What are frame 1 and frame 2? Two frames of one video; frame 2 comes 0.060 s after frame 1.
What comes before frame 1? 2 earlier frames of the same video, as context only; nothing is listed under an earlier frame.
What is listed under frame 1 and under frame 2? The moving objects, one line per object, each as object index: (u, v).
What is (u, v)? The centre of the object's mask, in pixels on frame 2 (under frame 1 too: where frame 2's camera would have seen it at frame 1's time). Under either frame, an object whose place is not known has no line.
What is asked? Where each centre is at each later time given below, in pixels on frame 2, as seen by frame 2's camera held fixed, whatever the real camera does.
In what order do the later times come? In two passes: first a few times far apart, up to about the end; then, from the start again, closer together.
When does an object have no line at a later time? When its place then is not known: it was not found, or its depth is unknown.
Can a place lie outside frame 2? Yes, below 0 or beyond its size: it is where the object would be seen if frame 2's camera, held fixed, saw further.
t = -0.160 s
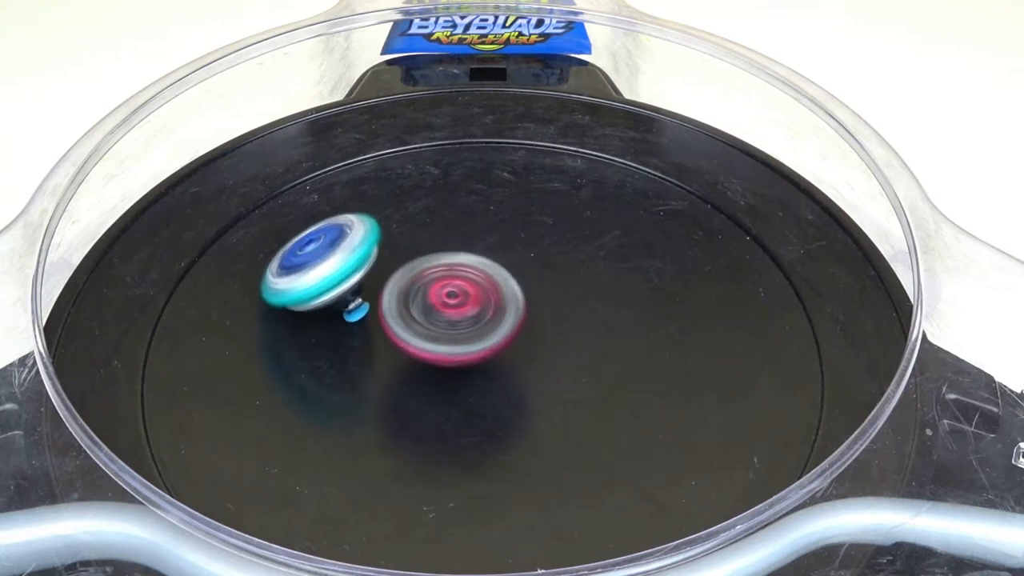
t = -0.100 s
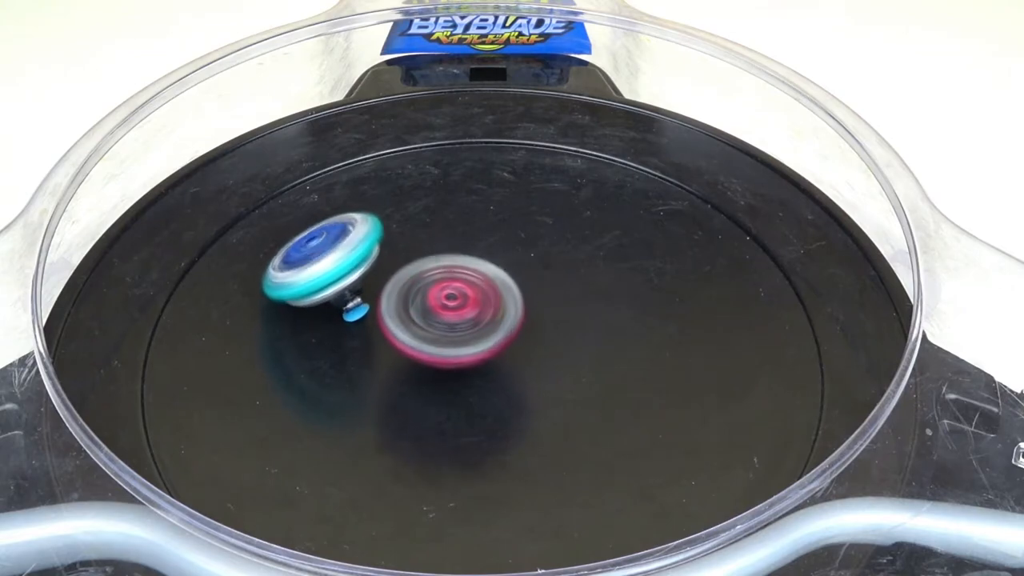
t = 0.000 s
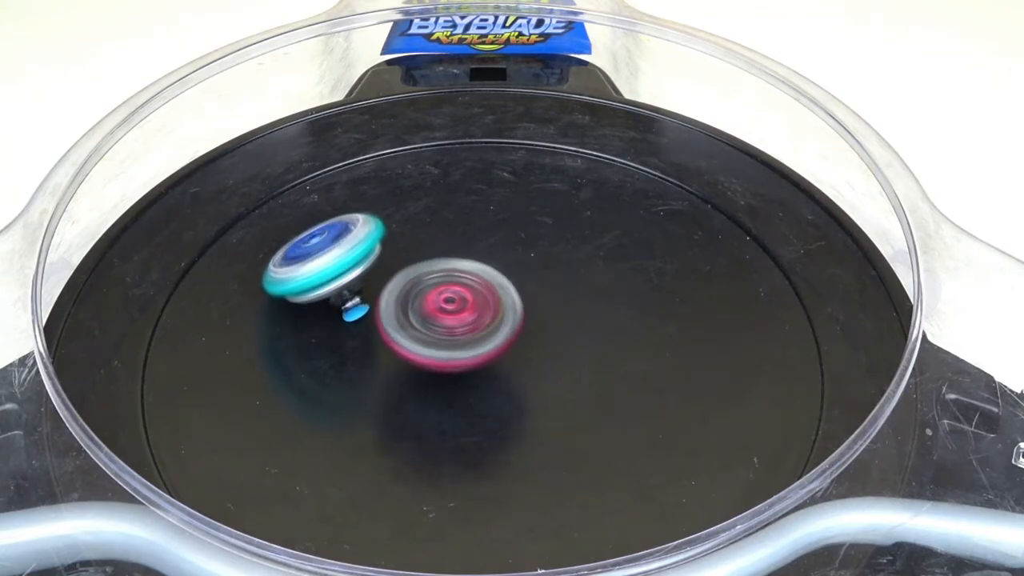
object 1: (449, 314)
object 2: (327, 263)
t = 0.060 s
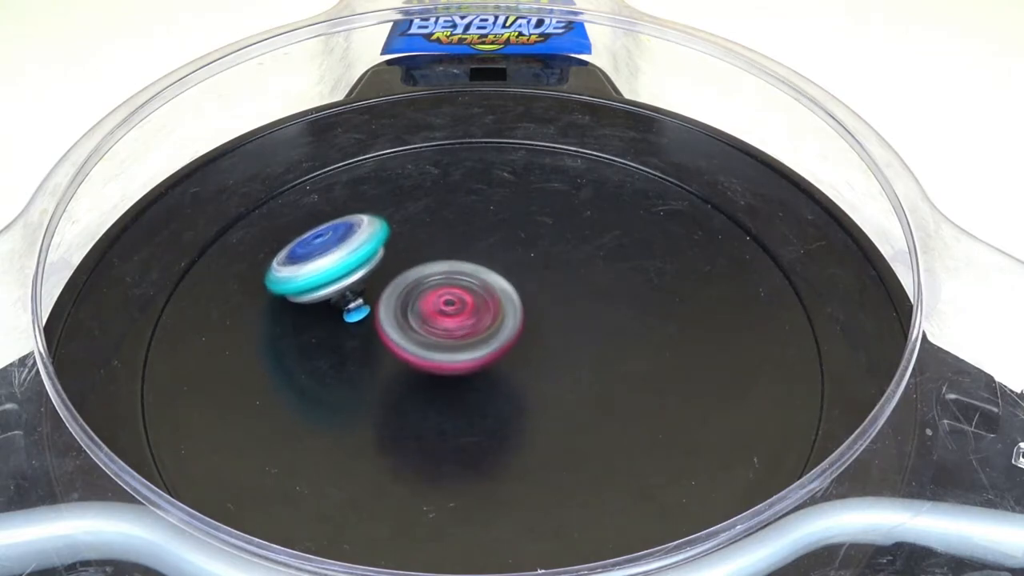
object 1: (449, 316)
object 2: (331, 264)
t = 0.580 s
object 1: (464, 333)
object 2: (352, 260)
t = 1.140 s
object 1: (499, 338)
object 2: (377, 266)
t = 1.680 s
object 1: (517, 323)
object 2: (385, 273)
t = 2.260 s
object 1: (538, 366)
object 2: (376, 278)
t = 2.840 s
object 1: (528, 293)
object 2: (367, 293)
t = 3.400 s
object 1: (516, 287)
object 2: (343, 295)
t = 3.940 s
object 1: (466, 319)
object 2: (337, 287)
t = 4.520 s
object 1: (488, 345)
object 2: (356, 288)
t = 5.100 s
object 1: (529, 345)
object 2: (398, 285)
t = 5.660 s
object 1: (618, 376)
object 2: (368, 308)
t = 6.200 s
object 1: (479, 288)
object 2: (335, 333)
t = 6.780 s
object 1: (536, 214)
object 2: (442, 341)
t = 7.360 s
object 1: (523, 286)
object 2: (539, 406)
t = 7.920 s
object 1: (474, 274)
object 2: (580, 352)
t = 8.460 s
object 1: (435, 340)
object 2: (592, 334)
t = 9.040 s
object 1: (439, 374)
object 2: (471, 286)
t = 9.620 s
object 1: (503, 388)
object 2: (476, 270)
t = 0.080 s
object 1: (449, 317)
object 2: (329, 264)
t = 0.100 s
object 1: (450, 318)
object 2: (329, 263)
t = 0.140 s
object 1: (450, 320)
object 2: (334, 262)
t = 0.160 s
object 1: (450, 320)
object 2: (335, 263)
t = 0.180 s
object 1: (451, 321)
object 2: (334, 263)
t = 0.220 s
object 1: (451, 323)
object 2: (334, 261)
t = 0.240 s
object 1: (452, 324)
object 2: (336, 260)
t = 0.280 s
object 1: (453, 326)
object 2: (338, 262)
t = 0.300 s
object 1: (453, 326)
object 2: (337, 262)
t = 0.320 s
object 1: (453, 327)
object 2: (337, 261)
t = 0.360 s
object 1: (454, 328)
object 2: (342, 260)
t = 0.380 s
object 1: (455, 329)
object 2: (343, 261)
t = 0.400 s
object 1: (456, 330)
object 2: (342, 262)
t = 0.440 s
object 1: (457, 330)
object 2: (343, 260)
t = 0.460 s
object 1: (457, 331)
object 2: (345, 260)
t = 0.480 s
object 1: (458, 331)
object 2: (347, 260)
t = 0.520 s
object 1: (460, 332)
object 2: (347, 261)
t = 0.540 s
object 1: (461, 332)
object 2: (347, 260)
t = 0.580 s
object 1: (464, 333)
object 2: (352, 260)
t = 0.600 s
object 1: (465, 334)
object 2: (353, 261)
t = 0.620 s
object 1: (466, 334)
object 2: (353, 262)
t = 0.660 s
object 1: (469, 336)
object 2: (354, 260)
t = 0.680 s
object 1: (470, 336)
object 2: (357, 260)
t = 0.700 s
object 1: (471, 337)
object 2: (358, 261)
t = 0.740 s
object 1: (473, 337)
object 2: (357, 262)
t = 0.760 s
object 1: (474, 338)
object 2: (358, 261)
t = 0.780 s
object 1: (475, 338)
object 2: (361, 261)
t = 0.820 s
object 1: (477, 338)
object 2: (364, 263)
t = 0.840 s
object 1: (478, 338)
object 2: (363, 264)
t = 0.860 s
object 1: (479, 339)
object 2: (363, 262)
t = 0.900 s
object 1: (483, 339)
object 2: (368, 262)
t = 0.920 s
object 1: (484, 339)
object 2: (369, 264)
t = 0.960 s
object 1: (487, 340)
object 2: (369, 265)
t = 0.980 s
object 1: (488, 340)
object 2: (369, 264)
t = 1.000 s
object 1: (489, 340)
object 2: (372, 264)
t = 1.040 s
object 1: (492, 339)
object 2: (374, 266)
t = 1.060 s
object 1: (493, 339)
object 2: (373, 267)
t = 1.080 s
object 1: (494, 339)
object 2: (373, 266)
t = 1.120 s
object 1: (497, 338)
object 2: (376, 265)
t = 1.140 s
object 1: (499, 338)
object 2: (377, 266)
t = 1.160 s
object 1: (499, 338)
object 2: (377, 267)
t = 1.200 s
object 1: (502, 337)
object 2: (377, 268)
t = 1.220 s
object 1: (503, 337)
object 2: (377, 267)
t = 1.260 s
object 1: (505, 337)
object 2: (381, 267)
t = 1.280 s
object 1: (506, 336)
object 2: (381, 268)
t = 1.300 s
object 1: (507, 336)
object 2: (380, 270)
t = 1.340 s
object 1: (509, 334)
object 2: (380, 268)
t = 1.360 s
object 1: (510, 333)
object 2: (382, 268)
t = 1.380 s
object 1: (511, 333)
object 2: (384, 269)
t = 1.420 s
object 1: (513, 332)
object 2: (383, 271)
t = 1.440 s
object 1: (513, 331)
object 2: (382, 270)
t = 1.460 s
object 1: (514, 331)
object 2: (383, 270)
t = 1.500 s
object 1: (515, 329)
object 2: (387, 271)
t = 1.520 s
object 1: (515, 328)
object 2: (387, 271)
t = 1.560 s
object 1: (516, 327)
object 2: (385, 272)
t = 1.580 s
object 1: (516, 326)
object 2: (386, 272)
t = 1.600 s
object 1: (516, 325)
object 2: (388, 271)
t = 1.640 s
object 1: (517, 324)
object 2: (388, 273)
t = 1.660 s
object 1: (517, 323)
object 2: (386, 273)
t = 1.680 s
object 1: (517, 323)
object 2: (385, 273)
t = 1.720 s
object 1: (517, 321)
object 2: (390, 273)
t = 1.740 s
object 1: (520, 321)
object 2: (388, 273)
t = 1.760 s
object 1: (539, 327)
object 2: (377, 271)
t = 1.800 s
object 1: (570, 337)
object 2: (373, 268)
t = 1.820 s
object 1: (580, 341)
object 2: (374, 269)
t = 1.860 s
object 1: (595, 349)
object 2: (374, 271)
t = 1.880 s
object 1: (598, 352)
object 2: (372, 271)
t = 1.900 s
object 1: (601, 355)
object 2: (373, 270)
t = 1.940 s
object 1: (601, 361)
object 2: (377, 272)
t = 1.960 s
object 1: (600, 364)
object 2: (375, 273)
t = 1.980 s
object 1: (597, 366)
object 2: (372, 273)
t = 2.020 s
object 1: (589, 370)
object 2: (374, 272)
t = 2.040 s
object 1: (585, 371)
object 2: (376, 274)
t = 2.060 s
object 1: (581, 372)
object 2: (377, 275)
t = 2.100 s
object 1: (573, 373)
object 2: (371, 276)
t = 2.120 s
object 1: (569, 373)
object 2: (372, 274)
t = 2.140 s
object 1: (565, 373)
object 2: (375, 275)
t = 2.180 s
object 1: (554, 372)
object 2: (374, 278)
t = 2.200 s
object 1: (550, 371)
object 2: (371, 278)
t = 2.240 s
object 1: (542, 368)
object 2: (372, 276)
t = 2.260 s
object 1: (538, 366)
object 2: (376, 278)
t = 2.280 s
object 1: (534, 364)
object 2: (375, 279)
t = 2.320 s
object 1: (525, 360)
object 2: (372, 279)
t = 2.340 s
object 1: (520, 357)
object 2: (374, 279)
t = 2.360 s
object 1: (516, 354)
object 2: (375, 281)
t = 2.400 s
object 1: (508, 346)
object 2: (372, 283)
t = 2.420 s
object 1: (505, 342)
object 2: (371, 283)
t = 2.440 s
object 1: (502, 338)
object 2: (371, 282)
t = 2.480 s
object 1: (496, 331)
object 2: (372, 284)
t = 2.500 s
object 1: (498, 328)
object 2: (368, 285)
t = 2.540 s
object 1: (509, 324)
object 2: (370, 283)
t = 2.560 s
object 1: (513, 321)
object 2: (372, 286)
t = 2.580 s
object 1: (517, 318)
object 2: (372, 287)
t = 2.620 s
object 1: (521, 314)
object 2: (371, 286)
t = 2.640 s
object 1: (522, 311)
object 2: (373, 286)
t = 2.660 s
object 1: (524, 308)
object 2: (374, 288)
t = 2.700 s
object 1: (527, 303)
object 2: (370, 290)
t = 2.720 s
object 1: (528, 301)
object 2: (369, 289)
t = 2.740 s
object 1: (528, 300)
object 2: (370, 289)
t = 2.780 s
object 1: (527, 297)
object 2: (371, 293)
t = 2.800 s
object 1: (527, 295)
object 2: (369, 293)
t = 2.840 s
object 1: (528, 293)
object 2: (367, 293)
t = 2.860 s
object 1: (527, 292)
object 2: (367, 293)
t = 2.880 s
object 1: (526, 292)
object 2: (367, 294)
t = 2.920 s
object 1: (524, 291)
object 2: (364, 295)
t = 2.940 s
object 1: (523, 291)
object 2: (364, 295)
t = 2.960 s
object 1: (523, 290)
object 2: (363, 295)
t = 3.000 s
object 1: (521, 291)
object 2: (362, 296)
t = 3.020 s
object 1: (519, 291)
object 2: (361, 296)
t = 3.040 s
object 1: (517, 291)
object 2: (361, 296)
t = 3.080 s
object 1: (515, 291)
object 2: (360, 298)
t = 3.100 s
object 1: (514, 291)
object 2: (359, 298)
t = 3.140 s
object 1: (509, 293)
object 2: (357, 298)
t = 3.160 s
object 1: (507, 293)
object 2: (357, 298)
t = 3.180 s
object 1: (504, 293)
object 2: (356, 299)
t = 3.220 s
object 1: (501, 294)
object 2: (354, 299)
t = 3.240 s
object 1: (499, 295)
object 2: (354, 299)
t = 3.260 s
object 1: (502, 294)
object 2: (348, 297)
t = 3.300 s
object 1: (509, 291)
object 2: (344, 293)
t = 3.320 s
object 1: (512, 289)
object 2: (345, 292)
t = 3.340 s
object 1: (515, 288)
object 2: (346, 291)
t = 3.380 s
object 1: (516, 288)
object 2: (345, 296)
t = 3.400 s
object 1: (516, 287)
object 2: (343, 295)
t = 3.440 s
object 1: (517, 287)
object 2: (343, 293)
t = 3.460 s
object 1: (517, 288)
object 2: (343, 294)
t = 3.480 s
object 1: (515, 289)
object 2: (342, 294)
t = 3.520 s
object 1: (513, 290)
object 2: (340, 294)
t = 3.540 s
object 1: (513, 291)
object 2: (340, 293)
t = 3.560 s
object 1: (512, 292)
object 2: (340, 293)
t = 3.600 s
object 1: (507, 295)
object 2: (339, 293)
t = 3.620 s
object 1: (505, 296)
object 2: (338, 293)
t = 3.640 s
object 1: (504, 296)
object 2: (337, 292)
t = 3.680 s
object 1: (501, 300)
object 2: (337, 291)
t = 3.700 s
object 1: (497, 301)
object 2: (336, 291)
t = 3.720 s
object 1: (495, 302)
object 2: (336, 291)
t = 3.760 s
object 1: (491, 305)
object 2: (337, 290)
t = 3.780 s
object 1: (489, 307)
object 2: (337, 289)
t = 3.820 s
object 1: (482, 311)
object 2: (336, 289)
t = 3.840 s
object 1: (480, 312)
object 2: (336, 288)
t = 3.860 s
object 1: (478, 313)
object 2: (337, 288)
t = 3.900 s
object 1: (471, 317)
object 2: (337, 287)
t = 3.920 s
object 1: (468, 318)
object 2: (337, 287)
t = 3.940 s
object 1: (466, 319)
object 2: (337, 287)
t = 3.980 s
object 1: (461, 322)
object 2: (338, 285)
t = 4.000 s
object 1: (458, 324)
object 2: (338, 284)
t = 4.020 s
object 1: (454, 325)
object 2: (338, 283)
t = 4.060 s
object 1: (451, 326)
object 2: (338, 282)
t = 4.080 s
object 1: (449, 327)
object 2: (338, 282)
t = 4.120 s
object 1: (443, 328)
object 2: (336, 279)
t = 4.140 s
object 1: (442, 328)
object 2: (337, 281)
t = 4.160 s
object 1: (441, 329)
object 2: (337, 281)
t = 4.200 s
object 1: (437, 330)
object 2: (337, 279)
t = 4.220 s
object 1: (437, 330)
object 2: (337, 281)
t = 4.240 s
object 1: (441, 331)
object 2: (335, 281)
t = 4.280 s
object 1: (445, 334)
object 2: (341, 285)
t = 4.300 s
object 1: (446, 334)
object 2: (343, 285)
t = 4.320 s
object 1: (447, 334)
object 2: (343, 286)
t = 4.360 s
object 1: (451, 335)
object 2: (342, 284)
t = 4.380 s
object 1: (452, 336)
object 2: (343, 285)
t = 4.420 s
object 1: (454, 335)
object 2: (352, 285)
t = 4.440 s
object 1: (456, 336)
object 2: (357, 289)
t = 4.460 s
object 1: (465, 339)
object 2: (355, 289)
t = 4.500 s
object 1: (481, 343)
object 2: (353, 286)
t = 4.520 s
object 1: (488, 345)
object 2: (356, 288)
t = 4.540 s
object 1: (493, 347)
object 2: (361, 290)
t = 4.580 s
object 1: (500, 350)
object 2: (362, 290)
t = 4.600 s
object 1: (504, 351)
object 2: (360, 289)
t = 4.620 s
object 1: (506, 352)
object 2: (362, 288)
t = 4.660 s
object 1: (510, 354)
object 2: (368, 287)
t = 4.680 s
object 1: (513, 356)
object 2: (370, 286)
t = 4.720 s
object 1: (514, 357)
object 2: (370, 286)
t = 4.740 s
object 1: (515, 358)
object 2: (371, 286)
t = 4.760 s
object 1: (518, 358)
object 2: (373, 285)
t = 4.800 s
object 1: (519, 359)
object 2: (377, 284)
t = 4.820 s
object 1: (520, 359)
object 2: (378, 285)
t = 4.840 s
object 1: (523, 359)
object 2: (379, 284)
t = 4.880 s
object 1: (524, 358)
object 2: (381, 283)
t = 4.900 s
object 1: (524, 358)
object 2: (384, 284)
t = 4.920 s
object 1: (526, 357)
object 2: (386, 284)
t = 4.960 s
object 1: (526, 355)
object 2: (389, 284)
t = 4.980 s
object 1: (527, 354)
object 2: (390, 284)
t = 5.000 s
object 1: (528, 352)
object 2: (391, 284)
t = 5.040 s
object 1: (528, 350)
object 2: (395, 284)
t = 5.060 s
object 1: (528, 348)
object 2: (396, 285)
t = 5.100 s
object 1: (529, 345)
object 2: (398, 285)
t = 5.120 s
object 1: (528, 343)
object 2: (398, 286)
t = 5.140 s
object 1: (528, 342)
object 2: (400, 286)
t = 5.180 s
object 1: (529, 338)
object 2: (404, 287)
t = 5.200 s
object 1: (528, 336)
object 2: (405, 288)
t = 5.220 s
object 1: (534, 336)
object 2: (402, 289)
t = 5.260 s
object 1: (572, 347)
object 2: (373, 278)
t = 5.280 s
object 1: (589, 351)
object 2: (363, 277)
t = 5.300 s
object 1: (600, 354)
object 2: (357, 276)
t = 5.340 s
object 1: (617, 359)
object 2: (359, 276)
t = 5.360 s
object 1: (623, 361)
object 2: (363, 279)
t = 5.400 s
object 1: (630, 364)
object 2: (366, 285)
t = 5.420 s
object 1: (633, 366)
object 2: (366, 289)
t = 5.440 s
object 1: (635, 367)
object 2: (367, 293)
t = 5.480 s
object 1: (637, 370)
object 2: (368, 297)
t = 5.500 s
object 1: (637, 371)
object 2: (368, 298)
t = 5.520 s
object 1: (636, 372)
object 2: (367, 299)
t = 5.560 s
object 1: (635, 374)
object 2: (369, 302)
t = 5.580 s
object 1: (632, 375)
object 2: (369, 304)
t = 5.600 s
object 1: (629, 376)
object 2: (369, 305)
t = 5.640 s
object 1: (623, 376)
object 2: (368, 308)
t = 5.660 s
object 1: (618, 376)
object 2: (368, 308)
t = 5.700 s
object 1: (611, 374)
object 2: (368, 311)
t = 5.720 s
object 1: (605, 374)
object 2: (368, 311)
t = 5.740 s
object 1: (599, 371)
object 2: (366, 313)
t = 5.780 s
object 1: (589, 367)
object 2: (363, 317)
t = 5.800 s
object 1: (582, 365)
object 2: (363, 318)
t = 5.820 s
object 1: (576, 362)
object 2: (363, 318)
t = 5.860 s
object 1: (563, 355)
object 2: (360, 322)
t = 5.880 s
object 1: (557, 351)
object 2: (358, 323)
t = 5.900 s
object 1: (552, 348)
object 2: (356, 324)
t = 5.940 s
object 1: (539, 340)
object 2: (355, 325)
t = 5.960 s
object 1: (534, 335)
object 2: (354, 327)
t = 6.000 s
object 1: (523, 328)
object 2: (351, 328)
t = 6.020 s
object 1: (517, 323)
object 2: (350, 328)
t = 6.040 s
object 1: (513, 319)
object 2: (348, 330)
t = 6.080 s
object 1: (503, 310)
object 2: (344, 332)
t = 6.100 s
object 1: (500, 306)
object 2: (343, 331)
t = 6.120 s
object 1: (496, 302)
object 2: (341, 331)
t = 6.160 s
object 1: (487, 294)
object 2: (337, 334)
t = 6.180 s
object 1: (484, 291)
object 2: (336, 334)
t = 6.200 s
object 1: (479, 288)
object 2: (335, 333)
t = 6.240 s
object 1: (472, 280)
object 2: (331, 333)
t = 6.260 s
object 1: (468, 278)
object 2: (332, 331)
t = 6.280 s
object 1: (463, 274)
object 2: (332, 333)
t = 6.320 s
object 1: (458, 268)
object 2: (336, 326)
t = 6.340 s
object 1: (454, 266)
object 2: (340, 329)
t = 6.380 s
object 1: (464, 247)
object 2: (338, 332)
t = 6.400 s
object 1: (474, 235)
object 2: (336, 337)
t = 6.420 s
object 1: (483, 225)
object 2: (337, 342)
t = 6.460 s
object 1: (496, 211)
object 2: (353, 342)
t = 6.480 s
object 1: (502, 206)
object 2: (357, 345)
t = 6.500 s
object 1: (506, 203)
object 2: (356, 348)
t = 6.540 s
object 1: (513, 199)
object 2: (358, 344)
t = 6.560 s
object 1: (517, 197)
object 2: (362, 336)
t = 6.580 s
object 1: (519, 197)
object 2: (369, 338)
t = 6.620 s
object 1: (526, 197)
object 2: (383, 344)
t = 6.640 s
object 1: (527, 197)
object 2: (388, 340)
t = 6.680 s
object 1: (533, 200)
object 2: (405, 351)
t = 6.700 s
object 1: (534, 202)
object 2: (414, 342)
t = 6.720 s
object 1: (536, 205)
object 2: (423, 341)
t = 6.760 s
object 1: (536, 211)
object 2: (440, 342)
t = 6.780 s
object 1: (536, 214)
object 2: (442, 341)
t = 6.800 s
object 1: (537, 219)
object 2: (444, 343)
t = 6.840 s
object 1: (535, 226)
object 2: (435, 343)
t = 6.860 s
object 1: (535, 231)
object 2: (436, 338)
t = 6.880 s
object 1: (532, 235)
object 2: (435, 339)
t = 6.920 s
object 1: (530, 245)
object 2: (440, 332)
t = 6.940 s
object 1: (528, 248)
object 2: (442, 333)
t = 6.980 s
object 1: (530, 252)
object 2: (441, 334)
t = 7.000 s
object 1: (529, 254)
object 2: (442, 337)
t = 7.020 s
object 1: (529, 256)
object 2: (445, 338)
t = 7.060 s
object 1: (530, 257)
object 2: (449, 340)
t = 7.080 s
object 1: (530, 260)
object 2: (451, 346)
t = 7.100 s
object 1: (530, 262)
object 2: (455, 350)
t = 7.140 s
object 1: (535, 263)
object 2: (463, 349)
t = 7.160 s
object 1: (533, 266)
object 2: (468, 361)
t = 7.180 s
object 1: (531, 269)
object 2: (472, 372)
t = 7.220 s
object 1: (530, 272)
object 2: (484, 372)
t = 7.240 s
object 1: (528, 274)
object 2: (489, 383)
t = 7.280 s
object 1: (527, 273)
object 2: (504, 381)
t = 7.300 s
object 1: (527, 275)
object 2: (512, 384)
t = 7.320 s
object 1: (525, 279)
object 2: (523, 393)
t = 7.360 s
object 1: (523, 286)
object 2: (539, 406)
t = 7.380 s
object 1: (520, 288)
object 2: (544, 402)
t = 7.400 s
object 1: (519, 291)
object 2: (550, 406)
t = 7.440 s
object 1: (516, 287)
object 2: (556, 409)
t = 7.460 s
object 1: (514, 280)
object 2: (560, 411)
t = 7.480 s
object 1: (511, 275)
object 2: (561, 421)
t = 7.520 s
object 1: (507, 271)
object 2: (567, 442)
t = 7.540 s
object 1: (505, 270)
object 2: (570, 437)
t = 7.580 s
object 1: (503, 268)
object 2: (576, 448)
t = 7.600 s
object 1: (502, 266)
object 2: (578, 446)
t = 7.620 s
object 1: (501, 266)
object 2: (582, 435)
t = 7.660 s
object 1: (498, 265)
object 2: (586, 434)
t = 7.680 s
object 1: (496, 265)
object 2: (583, 430)
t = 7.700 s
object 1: (494, 265)
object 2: (579, 418)
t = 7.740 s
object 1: (491, 265)
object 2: (568, 415)
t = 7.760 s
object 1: (490, 266)
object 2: (564, 408)
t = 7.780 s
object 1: (488, 267)
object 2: (561, 396)
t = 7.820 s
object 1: (485, 268)
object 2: (558, 387)
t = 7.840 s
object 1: (483, 269)
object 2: (560, 377)
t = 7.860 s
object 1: (480, 270)
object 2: (564, 366)
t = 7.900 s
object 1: (476, 273)
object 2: (576, 358)
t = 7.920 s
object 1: (474, 274)
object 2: (580, 352)
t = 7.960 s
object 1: (469, 278)
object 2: (590, 345)
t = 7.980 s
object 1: (468, 280)
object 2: (595, 346)
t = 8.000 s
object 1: (466, 282)
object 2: (598, 347)
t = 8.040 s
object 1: (462, 286)
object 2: (603, 344)
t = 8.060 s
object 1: (459, 289)
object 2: (605, 343)
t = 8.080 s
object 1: (457, 291)
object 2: (608, 343)
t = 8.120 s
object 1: (453, 296)
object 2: (614, 343)
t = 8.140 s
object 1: (452, 298)
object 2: (617, 343)
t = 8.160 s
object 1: (450, 301)
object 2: (622, 343)
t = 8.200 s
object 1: (448, 306)
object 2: (629, 346)
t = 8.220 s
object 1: (445, 309)
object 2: (632, 346)
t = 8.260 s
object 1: (444, 314)
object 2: (634, 348)
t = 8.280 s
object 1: (442, 317)
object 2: (631, 348)
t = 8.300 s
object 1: (441, 320)
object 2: (628, 353)
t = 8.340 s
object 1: (438, 325)
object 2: (628, 348)
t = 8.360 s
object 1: (438, 328)
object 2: (626, 345)
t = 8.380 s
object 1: (436, 331)
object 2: (622, 341)
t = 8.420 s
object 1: (436, 336)
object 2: (607, 340)
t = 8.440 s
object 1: (434, 338)
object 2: (600, 339)
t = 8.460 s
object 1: (435, 340)
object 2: (592, 334)
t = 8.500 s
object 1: (435, 344)
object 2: (577, 332)
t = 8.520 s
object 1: (436, 346)
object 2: (567, 326)
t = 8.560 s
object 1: (433, 351)
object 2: (553, 324)
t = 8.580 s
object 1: (429, 356)
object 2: (550, 317)
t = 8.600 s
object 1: (426, 360)
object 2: (545, 312)
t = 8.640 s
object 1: (422, 365)
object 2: (532, 297)
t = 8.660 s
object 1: (422, 367)
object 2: (523, 292)
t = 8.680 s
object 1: (421, 369)
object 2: (514, 295)
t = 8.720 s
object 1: (420, 373)
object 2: (501, 288)
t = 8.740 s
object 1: (419, 374)
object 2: (495, 289)
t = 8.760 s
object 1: (419, 375)
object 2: (493, 286)
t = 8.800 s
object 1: (419, 377)
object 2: (487, 279)
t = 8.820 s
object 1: (421, 377)
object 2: (485, 280)
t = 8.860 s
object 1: (423, 377)
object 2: (478, 274)
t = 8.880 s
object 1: (424, 378)
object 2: (475, 279)
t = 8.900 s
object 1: (424, 377)
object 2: (471, 279)
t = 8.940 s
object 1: (428, 376)
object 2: (464, 285)
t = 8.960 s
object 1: (430, 376)
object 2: (464, 283)
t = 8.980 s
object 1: (432, 375)
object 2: (465, 283)
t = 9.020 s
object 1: (438, 373)
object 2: (468, 286)
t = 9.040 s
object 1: (439, 374)
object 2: (471, 286)
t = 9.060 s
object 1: (442, 376)
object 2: (470, 286)
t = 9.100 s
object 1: (446, 378)
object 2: (468, 285)
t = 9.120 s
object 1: (450, 383)
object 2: (464, 286)
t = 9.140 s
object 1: (449, 393)
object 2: (465, 279)
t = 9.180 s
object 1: (452, 406)
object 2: (464, 264)
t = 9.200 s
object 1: (454, 411)
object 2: (464, 260)
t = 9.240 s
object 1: (456, 416)
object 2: (460, 257)
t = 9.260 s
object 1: (459, 417)
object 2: (457, 255)
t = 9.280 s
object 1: (459, 419)
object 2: (454, 253)
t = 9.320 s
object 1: (463, 421)
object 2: (449, 254)
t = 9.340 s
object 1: (465, 421)
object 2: (450, 254)
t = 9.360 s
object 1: (468, 420)
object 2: (450, 252)
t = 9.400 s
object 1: (472, 419)
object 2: (450, 255)
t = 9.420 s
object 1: (473, 417)
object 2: (450, 254)
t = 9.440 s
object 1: (477, 415)
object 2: (452, 254)
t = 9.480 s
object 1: (482, 412)
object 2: (455, 255)
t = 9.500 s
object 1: (485, 408)
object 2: (457, 255)
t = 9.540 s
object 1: (491, 403)
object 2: (462, 261)
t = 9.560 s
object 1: (493, 399)
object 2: (466, 261)
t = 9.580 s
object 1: (497, 396)
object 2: (469, 264)
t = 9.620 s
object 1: (503, 388)
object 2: (476, 270)
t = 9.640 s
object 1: (506, 384)
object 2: (477, 272)
